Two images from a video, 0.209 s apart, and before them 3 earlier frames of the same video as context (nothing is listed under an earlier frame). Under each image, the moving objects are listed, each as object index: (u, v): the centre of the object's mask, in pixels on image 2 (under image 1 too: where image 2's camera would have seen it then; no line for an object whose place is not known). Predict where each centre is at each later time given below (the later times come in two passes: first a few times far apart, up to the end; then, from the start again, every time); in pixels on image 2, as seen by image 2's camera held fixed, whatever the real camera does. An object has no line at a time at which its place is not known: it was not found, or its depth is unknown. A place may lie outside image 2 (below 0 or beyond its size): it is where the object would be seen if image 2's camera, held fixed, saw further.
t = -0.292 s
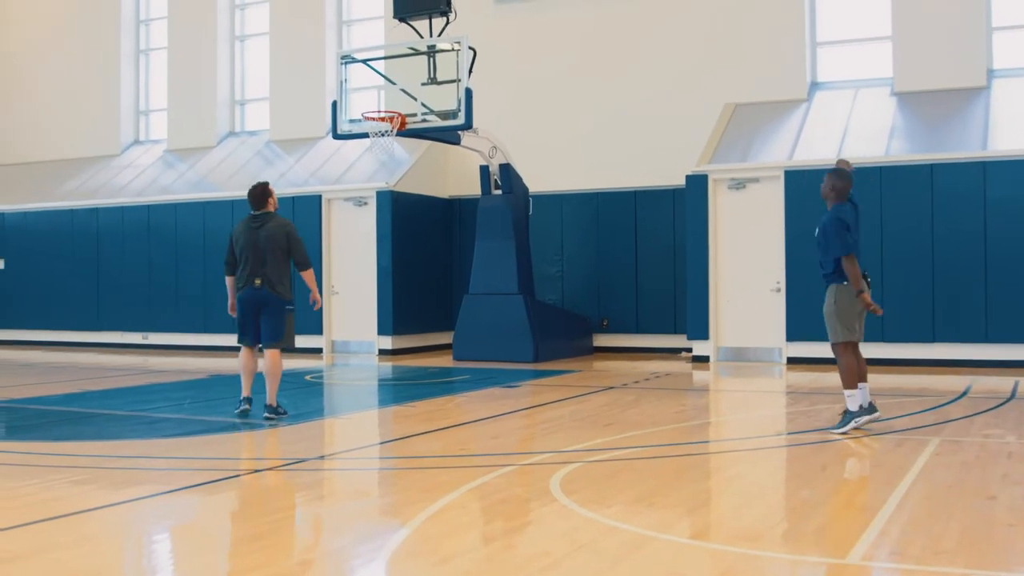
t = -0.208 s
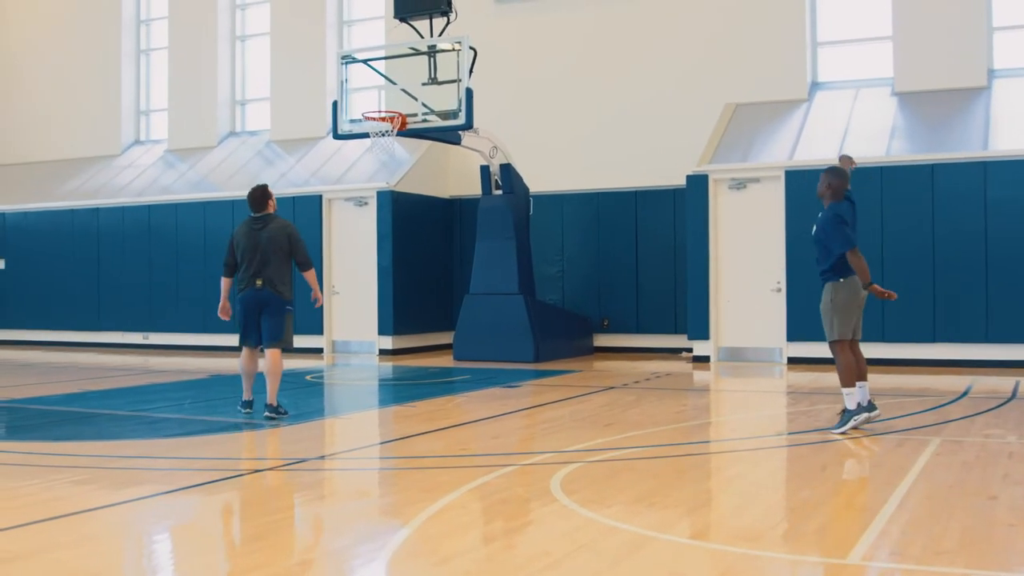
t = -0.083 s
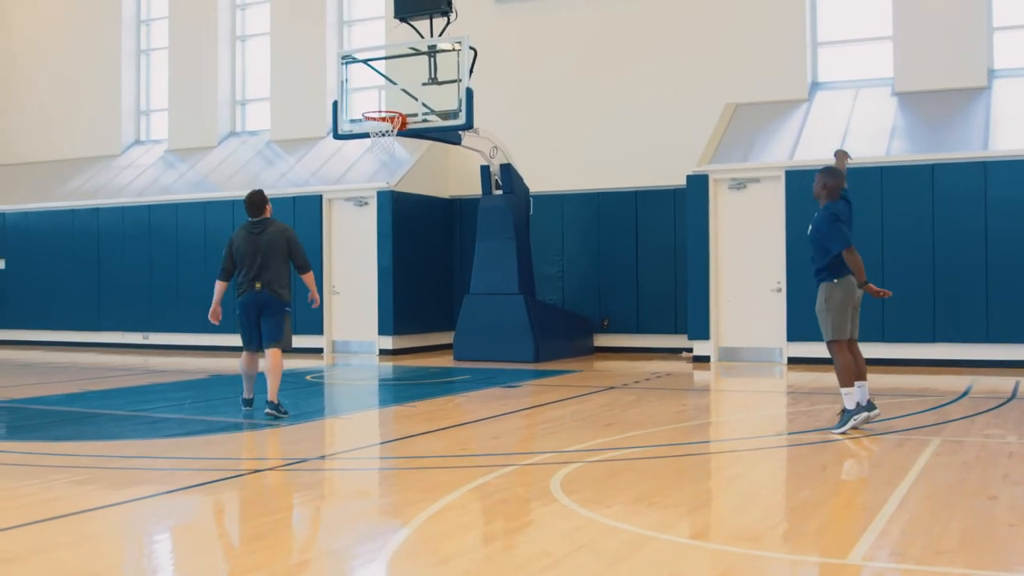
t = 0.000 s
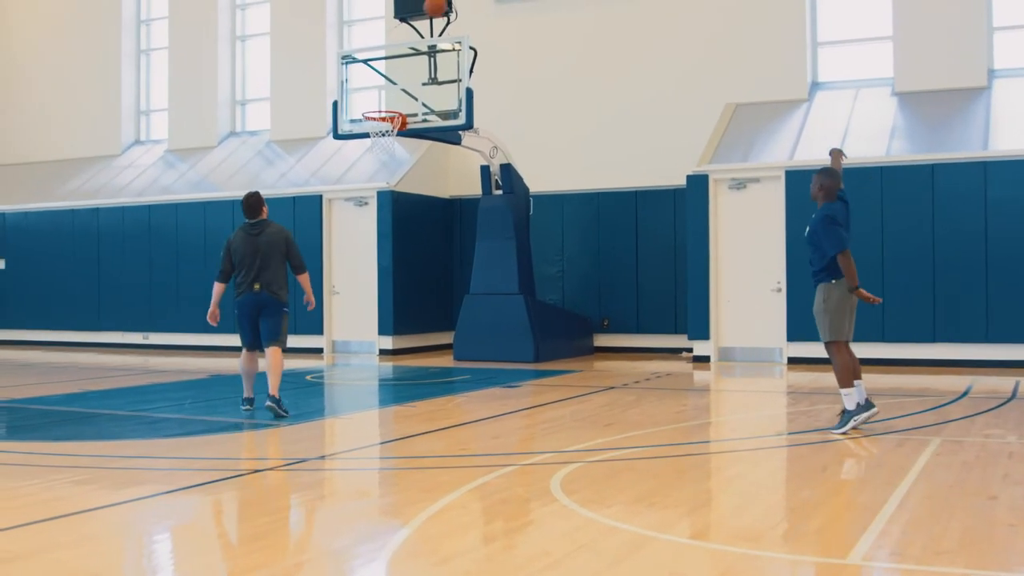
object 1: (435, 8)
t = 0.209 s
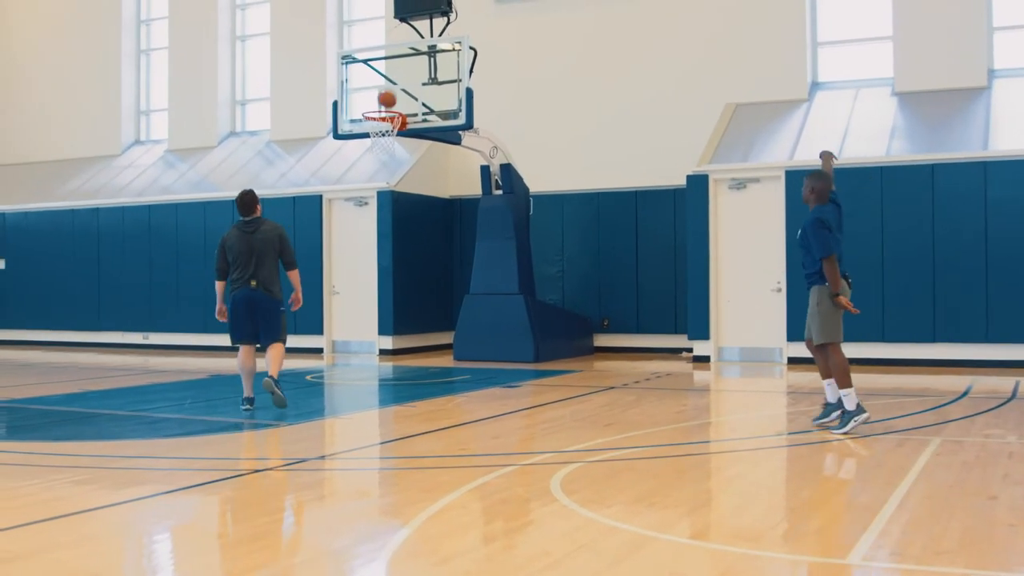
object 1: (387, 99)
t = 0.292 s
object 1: (378, 135)
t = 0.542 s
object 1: (394, 224)
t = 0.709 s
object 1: (405, 313)
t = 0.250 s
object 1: (377, 120)
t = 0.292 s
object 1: (378, 135)
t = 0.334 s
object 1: (380, 147)
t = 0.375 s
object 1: (383, 159)
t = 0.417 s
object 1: (386, 173)
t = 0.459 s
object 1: (389, 189)
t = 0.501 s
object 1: (392, 205)
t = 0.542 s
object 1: (394, 224)
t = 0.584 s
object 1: (397, 244)
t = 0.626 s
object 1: (399, 265)
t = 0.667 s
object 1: (402, 288)
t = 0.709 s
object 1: (405, 313)
